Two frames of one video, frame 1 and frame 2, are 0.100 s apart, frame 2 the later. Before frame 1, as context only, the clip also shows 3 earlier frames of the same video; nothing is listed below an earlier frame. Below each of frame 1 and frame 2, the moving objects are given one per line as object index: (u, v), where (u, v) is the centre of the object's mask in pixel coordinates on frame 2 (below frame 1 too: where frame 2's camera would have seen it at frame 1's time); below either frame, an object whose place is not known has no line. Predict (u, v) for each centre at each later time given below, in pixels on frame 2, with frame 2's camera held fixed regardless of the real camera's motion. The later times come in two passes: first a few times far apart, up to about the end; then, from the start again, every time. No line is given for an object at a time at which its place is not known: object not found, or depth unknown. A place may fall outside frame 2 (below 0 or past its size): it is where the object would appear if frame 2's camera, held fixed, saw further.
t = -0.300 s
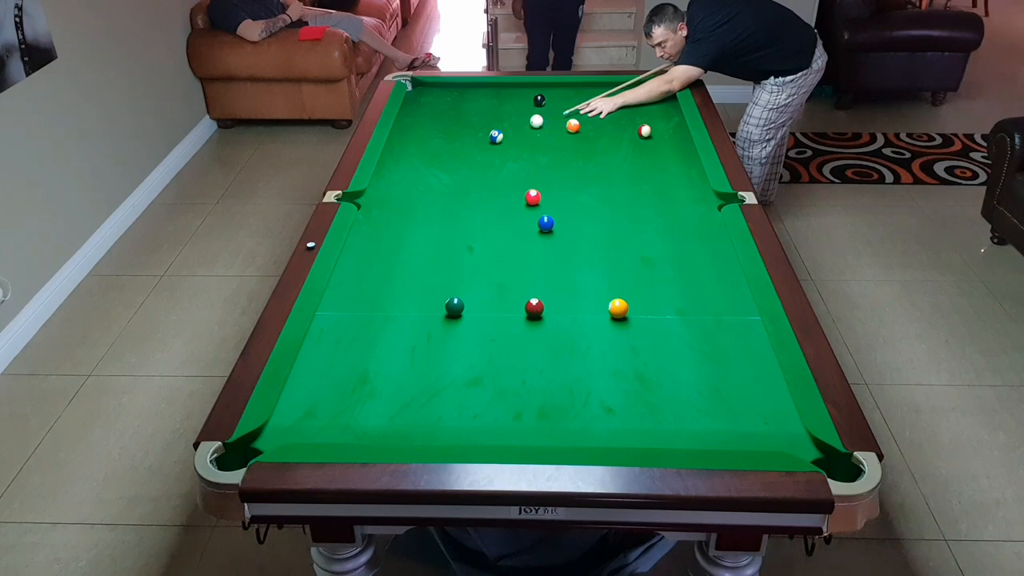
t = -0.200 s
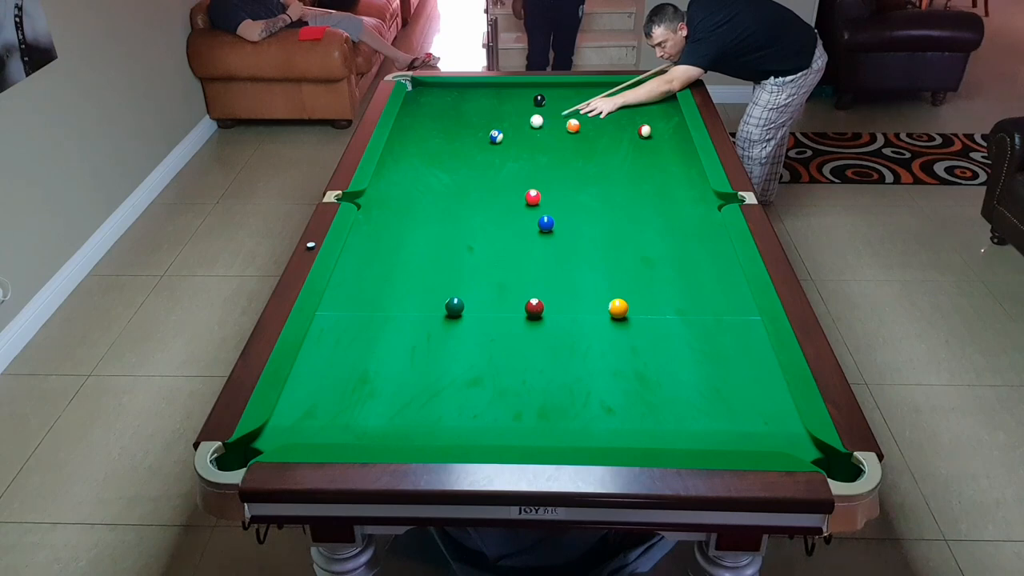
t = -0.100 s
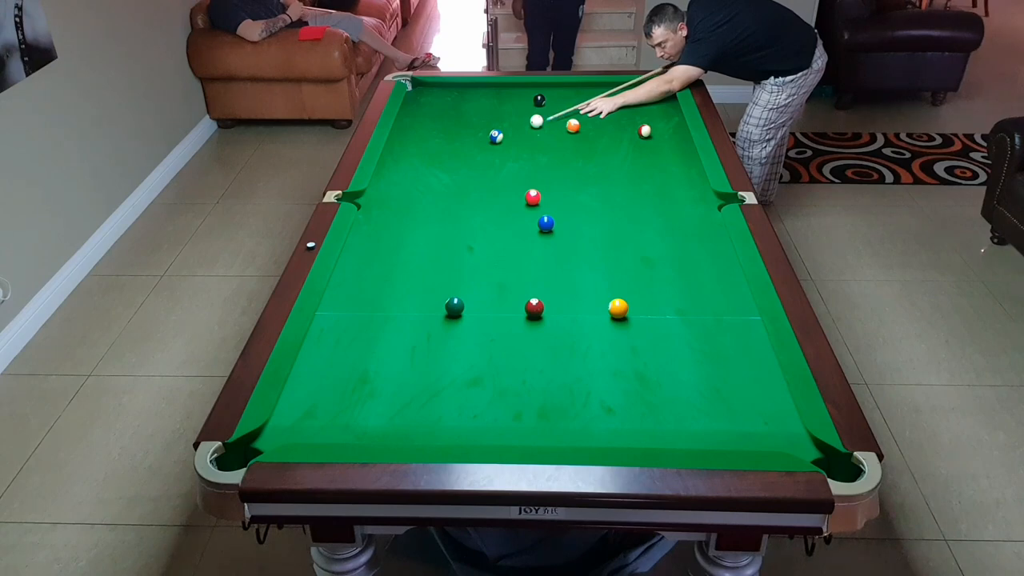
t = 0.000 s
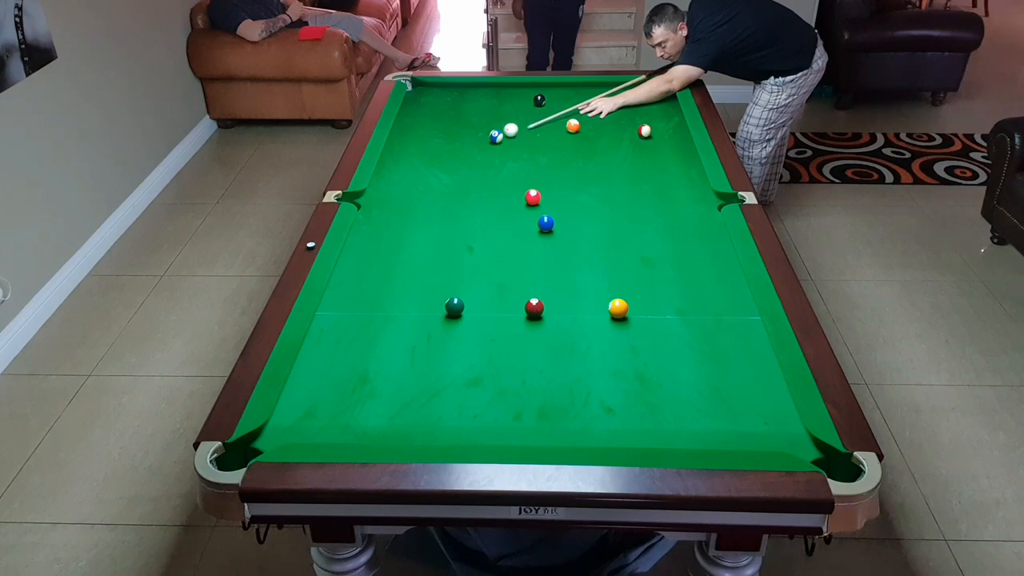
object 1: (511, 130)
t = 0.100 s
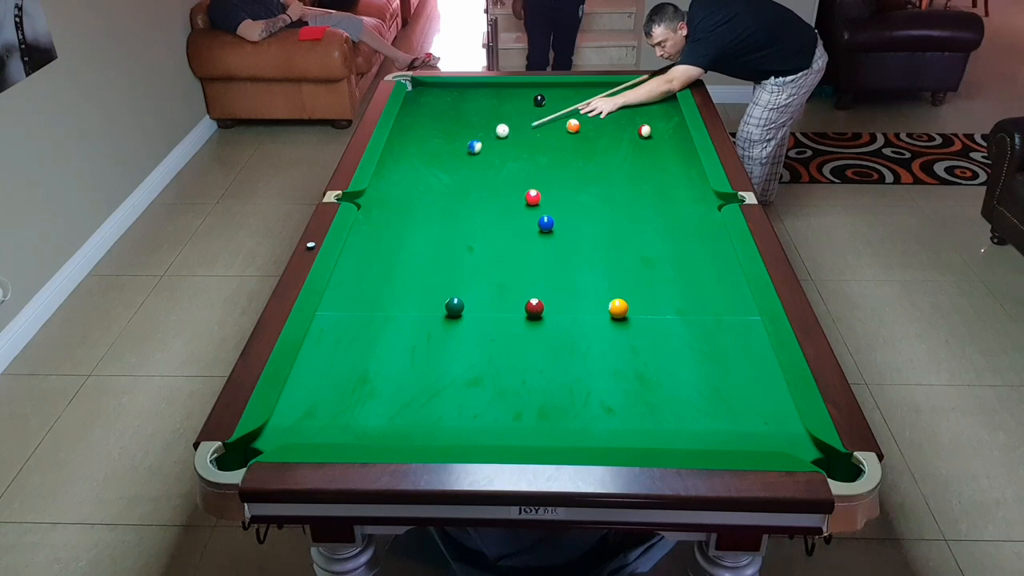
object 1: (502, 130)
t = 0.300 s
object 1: (500, 127)
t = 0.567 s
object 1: (497, 123)
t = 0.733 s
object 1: (496, 120)
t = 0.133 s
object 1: (502, 130)
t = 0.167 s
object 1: (501, 130)
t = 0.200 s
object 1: (501, 129)
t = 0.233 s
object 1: (501, 128)
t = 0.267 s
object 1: (500, 128)
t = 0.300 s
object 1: (500, 127)
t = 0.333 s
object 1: (500, 127)
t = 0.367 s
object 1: (499, 126)
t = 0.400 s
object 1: (499, 125)
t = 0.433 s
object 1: (499, 125)
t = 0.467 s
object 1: (498, 124)
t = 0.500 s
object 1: (498, 124)
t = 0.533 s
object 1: (498, 123)
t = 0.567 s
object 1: (497, 123)
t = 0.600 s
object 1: (497, 122)
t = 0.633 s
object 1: (497, 122)
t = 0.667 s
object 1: (497, 121)
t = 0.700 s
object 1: (496, 121)
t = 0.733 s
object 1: (496, 120)
